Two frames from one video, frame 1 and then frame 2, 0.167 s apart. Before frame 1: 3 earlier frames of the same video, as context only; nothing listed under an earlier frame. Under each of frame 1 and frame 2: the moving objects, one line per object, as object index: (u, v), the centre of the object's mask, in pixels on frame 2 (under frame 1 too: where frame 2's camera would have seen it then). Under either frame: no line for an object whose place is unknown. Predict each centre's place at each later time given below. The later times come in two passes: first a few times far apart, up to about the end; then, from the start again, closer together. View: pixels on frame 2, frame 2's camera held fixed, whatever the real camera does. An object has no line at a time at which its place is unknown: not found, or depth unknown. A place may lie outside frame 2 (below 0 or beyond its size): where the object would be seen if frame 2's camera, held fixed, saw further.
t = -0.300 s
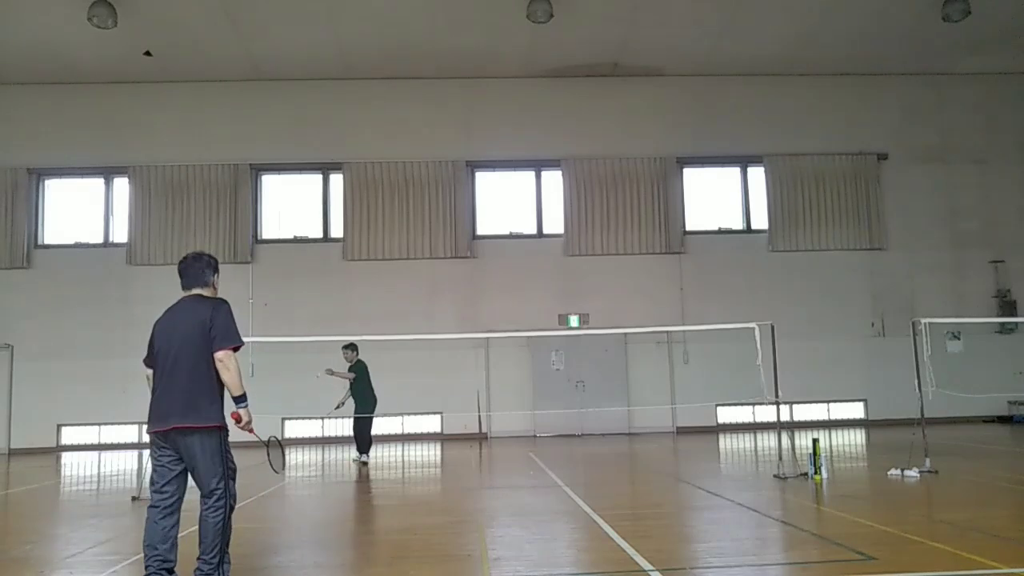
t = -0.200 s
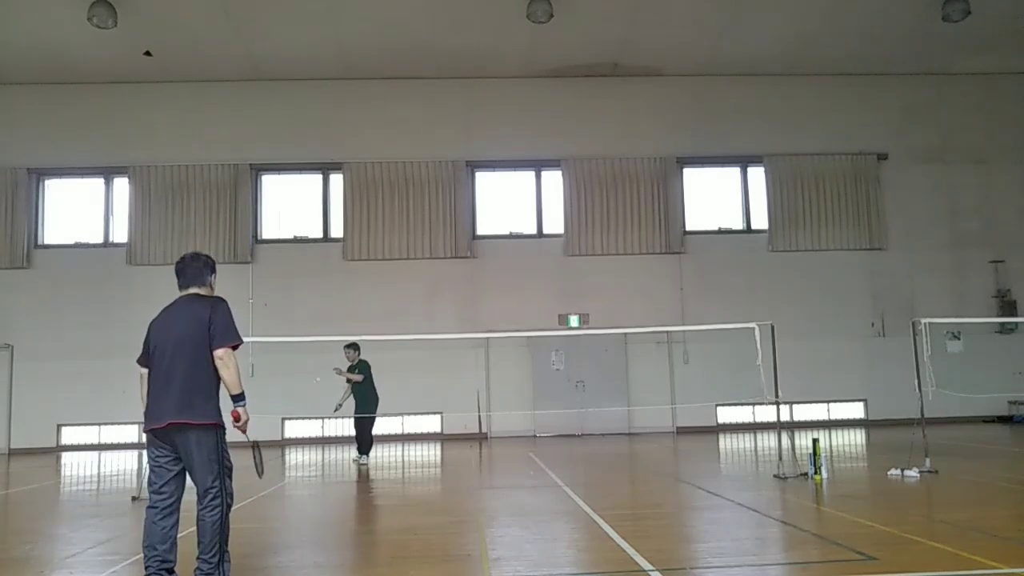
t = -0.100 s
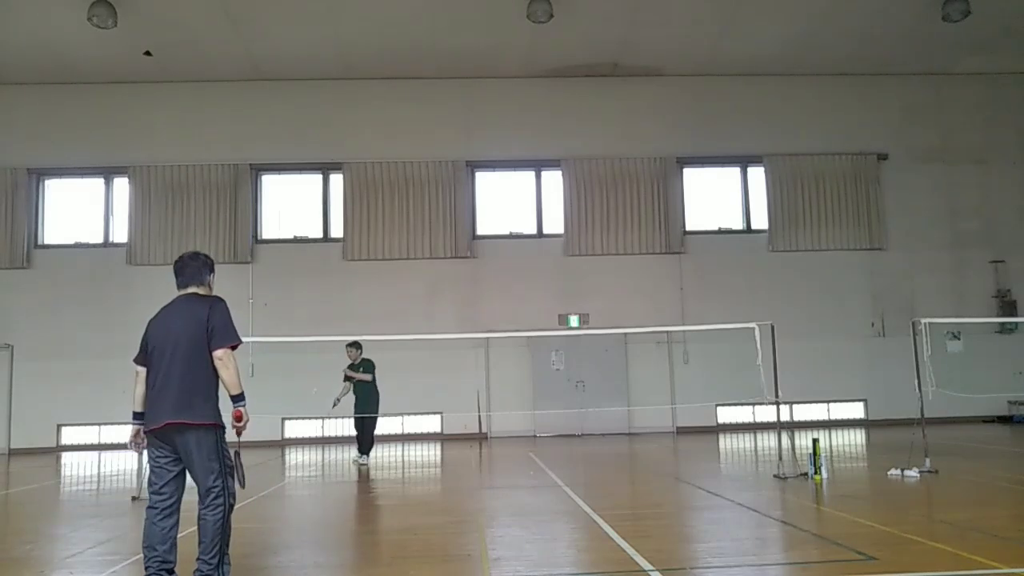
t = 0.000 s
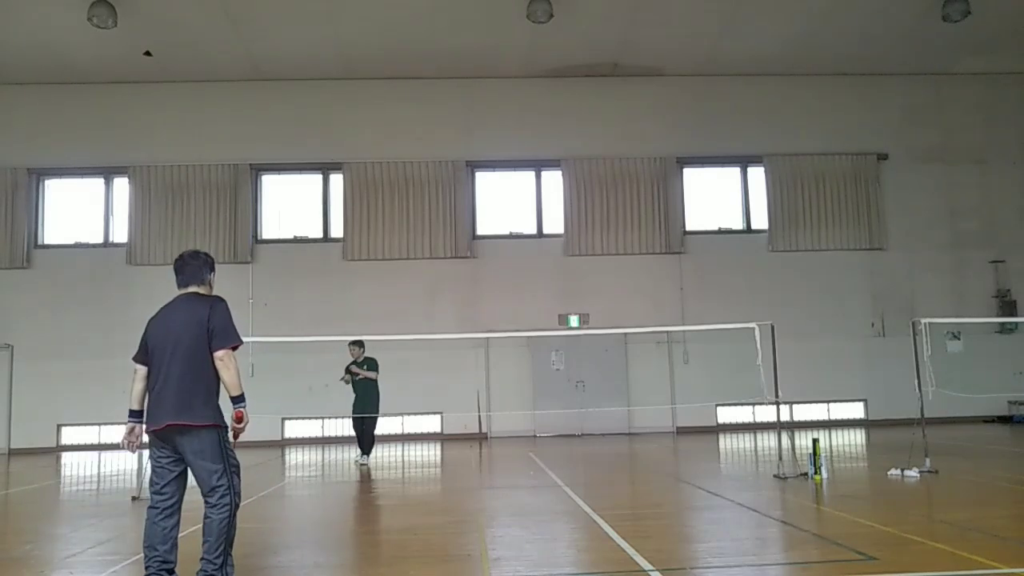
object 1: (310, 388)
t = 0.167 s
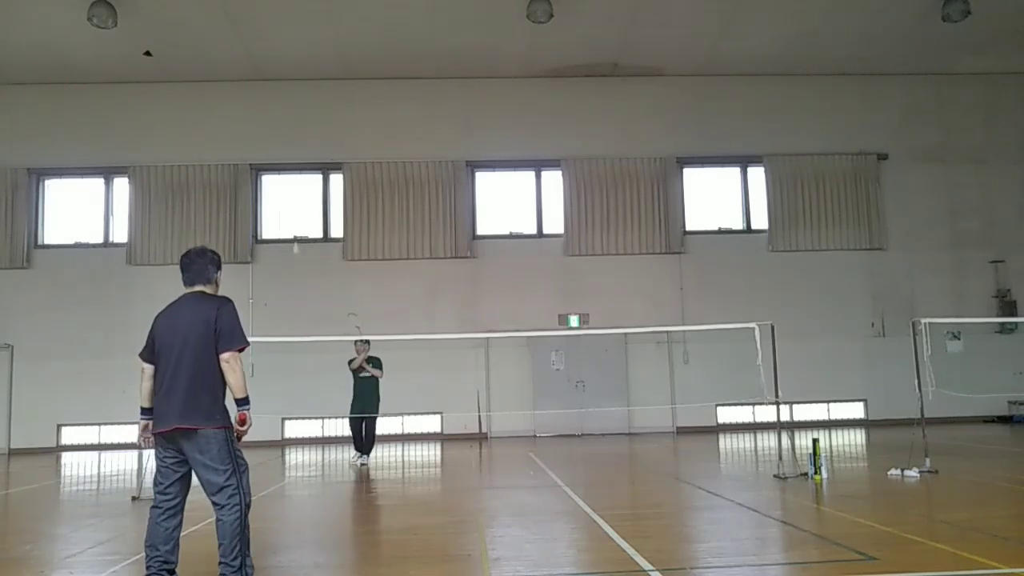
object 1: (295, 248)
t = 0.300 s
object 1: (285, 169)
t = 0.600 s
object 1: (262, 57)
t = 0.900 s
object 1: (232, 39)
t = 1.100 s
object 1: (207, 96)
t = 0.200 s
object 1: (293, 227)
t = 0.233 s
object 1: (290, 206)
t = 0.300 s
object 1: (285, 169)
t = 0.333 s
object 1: (283, 152)
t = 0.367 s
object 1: (280, 136)
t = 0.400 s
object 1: (278, 121)
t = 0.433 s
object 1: (275, 108)
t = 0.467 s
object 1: (273, 95)
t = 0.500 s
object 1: (270, 84)
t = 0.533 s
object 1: (267, 74)
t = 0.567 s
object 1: (265, 65)
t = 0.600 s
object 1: (262, 57)
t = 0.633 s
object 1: (260, 50)
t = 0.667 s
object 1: (257, 44)
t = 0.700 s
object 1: (254, 39)
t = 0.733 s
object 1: (250, 36)
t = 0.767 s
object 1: (247, 34)
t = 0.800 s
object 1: (244, 33)
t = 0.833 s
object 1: (240, 33)
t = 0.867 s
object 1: (236, 35)
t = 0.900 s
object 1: (232, 39)
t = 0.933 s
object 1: (229, 44)
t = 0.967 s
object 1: (224, 51)
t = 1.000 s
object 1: (220, 59)
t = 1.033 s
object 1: (216, 70)
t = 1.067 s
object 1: (211, 82)
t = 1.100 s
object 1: (207, 96)
